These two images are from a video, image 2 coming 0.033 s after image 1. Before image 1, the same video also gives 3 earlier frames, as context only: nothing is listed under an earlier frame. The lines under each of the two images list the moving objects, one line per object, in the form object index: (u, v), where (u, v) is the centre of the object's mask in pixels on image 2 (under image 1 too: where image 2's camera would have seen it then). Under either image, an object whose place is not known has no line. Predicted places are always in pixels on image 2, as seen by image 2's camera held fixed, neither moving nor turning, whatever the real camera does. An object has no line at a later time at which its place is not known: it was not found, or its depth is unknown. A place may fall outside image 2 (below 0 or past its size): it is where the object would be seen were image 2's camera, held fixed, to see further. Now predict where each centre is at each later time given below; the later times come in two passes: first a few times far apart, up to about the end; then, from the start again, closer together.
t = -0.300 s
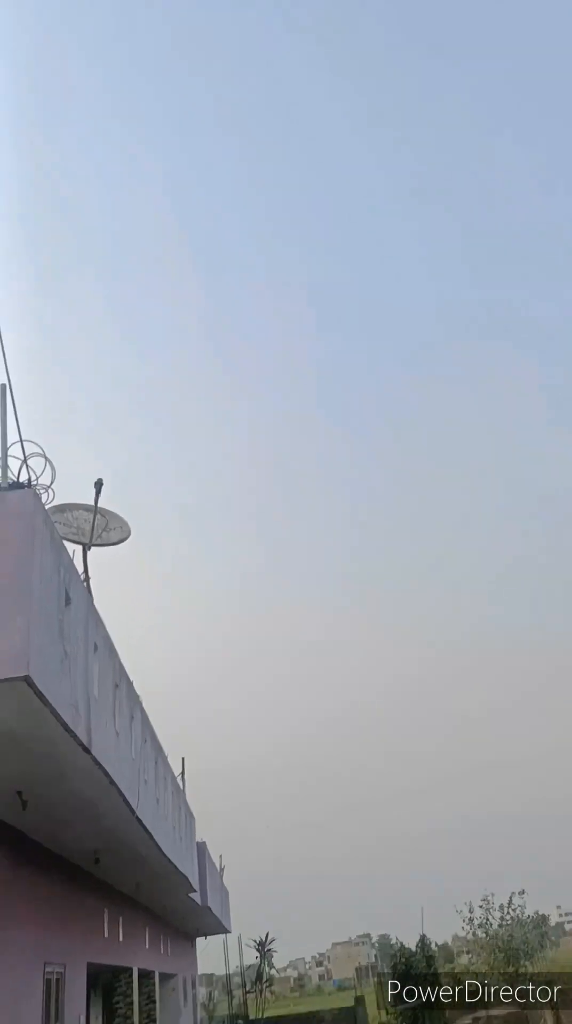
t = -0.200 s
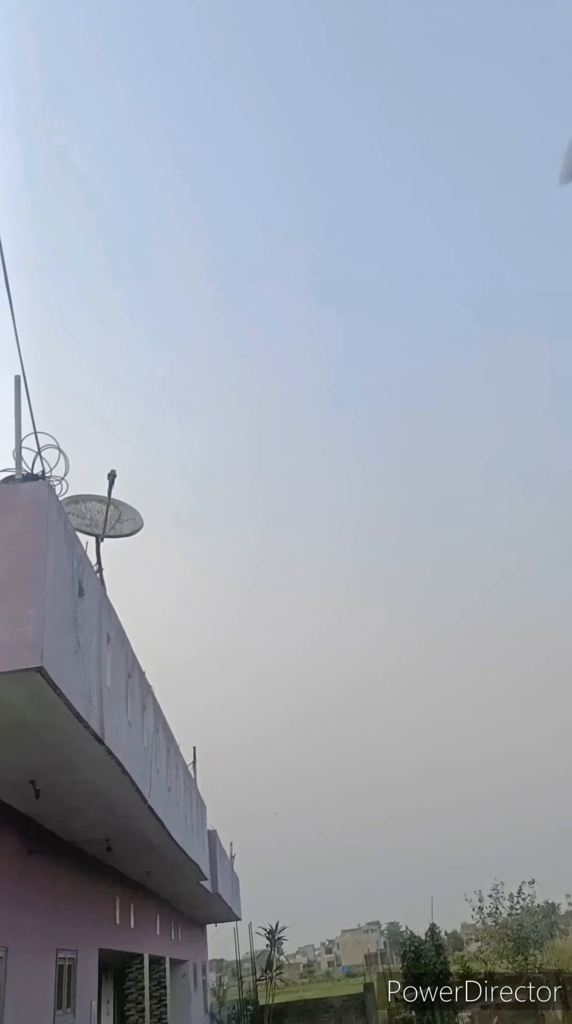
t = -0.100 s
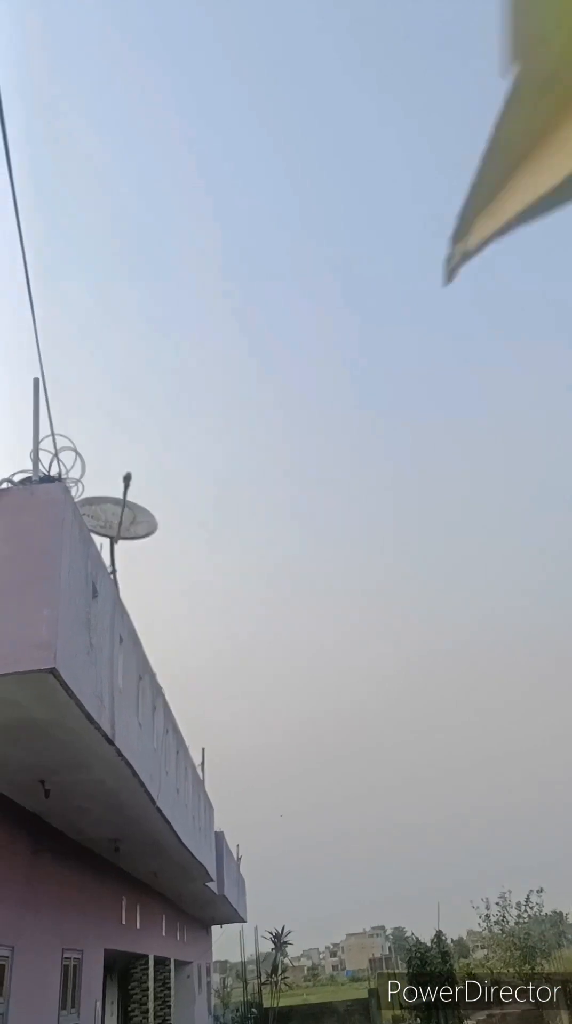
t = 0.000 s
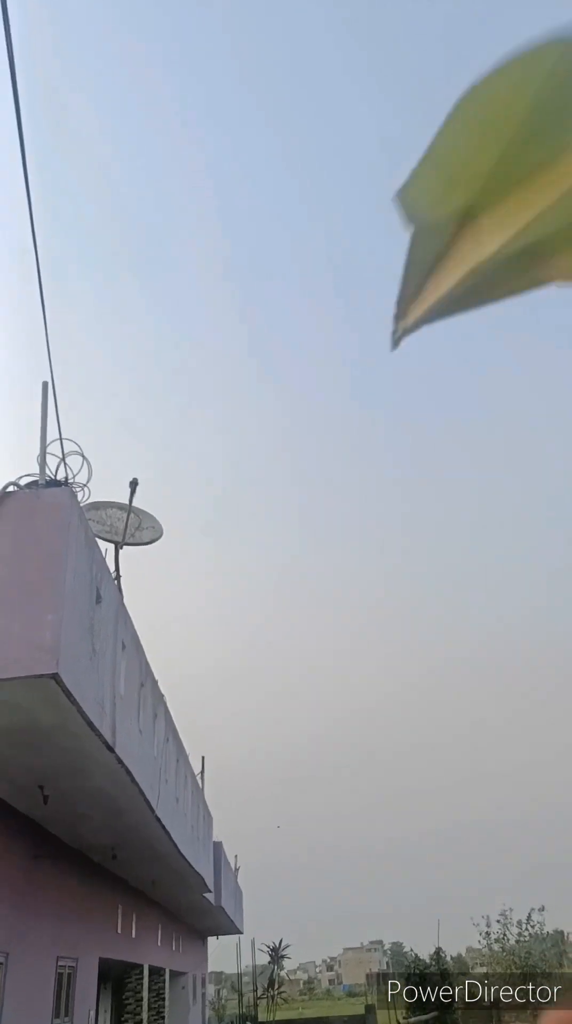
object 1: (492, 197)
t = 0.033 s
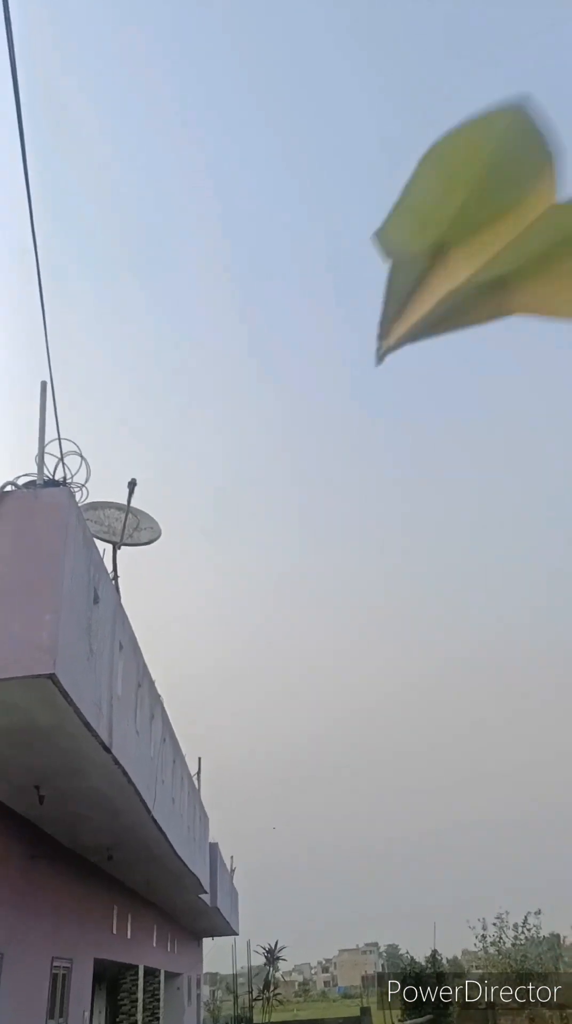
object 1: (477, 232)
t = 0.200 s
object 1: (391, 347)
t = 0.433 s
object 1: (322, 409)
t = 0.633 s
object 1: (293, 447)
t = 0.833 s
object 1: (276, 475)
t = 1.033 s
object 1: (258, 505)
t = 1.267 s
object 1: (240, 542)
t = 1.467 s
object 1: (227, 578)
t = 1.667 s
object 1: (216, 614)
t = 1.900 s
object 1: (209, 658)
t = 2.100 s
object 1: (208, 697)
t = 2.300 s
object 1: (209, 736)
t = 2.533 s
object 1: (211, 786)
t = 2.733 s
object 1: (212, 828)
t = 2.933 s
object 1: (212, 873)
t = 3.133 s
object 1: (205, 920)
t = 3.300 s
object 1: (196, 967)
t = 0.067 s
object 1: (464, 266)
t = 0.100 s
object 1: (451, 296)
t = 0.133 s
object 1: (427, 317)
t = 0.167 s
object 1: (406, 334)
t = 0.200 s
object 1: (391, 347)
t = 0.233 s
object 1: (377, 358)
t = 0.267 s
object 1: (365, 369)
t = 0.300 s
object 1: (354, 378)
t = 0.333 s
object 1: (345, 387)
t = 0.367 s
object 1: (338, 395)
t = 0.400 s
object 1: (331, 402)
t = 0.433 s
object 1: (322, 409)
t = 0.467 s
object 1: (315, 416)
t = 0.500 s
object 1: (308, 422)
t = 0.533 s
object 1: (305, 429)
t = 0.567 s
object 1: (302, 435)
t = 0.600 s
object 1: (297, 441)
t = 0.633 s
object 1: (293, 447)
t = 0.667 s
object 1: (290, 452)
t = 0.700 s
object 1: (287, 457)
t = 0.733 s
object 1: (283, 462)
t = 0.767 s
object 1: (281, 466)
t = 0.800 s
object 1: (279, 471)
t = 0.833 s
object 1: (276, 475)
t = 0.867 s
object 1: (273, 480)
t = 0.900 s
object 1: (270, 485)
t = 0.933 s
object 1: (267, 490)
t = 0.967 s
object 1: (264, 495)
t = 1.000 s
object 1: (261, 500)
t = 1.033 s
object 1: (258, 505)
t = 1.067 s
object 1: (255, 510)
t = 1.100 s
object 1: (253, 515)
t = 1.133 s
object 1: (250, 520)
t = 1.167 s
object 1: (247, 526)
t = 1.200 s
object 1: (245, 531)
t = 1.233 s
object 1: (242, 537)
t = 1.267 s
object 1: (240, 542)
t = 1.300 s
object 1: (238, 548)
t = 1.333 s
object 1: (235, 554)
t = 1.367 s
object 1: (233, 560)
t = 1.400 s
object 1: (231, 566)
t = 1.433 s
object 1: (229, 572)
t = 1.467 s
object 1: (227, 578)
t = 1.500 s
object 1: (225, 584)
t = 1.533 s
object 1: (223, 590)
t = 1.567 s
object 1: (221, 596)
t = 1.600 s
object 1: (219, 602)
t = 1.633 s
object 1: (217, 608)
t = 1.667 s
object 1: (216, 614)
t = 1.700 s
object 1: (214, 621)
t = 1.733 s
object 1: (213, 627)
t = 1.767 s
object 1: (212, 633)
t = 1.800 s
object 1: (211, 639)
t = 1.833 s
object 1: (211, 646)
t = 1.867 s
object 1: (210, 652)
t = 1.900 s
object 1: (209, 658)
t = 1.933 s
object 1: (209, 665)
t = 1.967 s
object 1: (209, 671)
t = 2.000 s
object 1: (209, 678)
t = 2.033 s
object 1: (208, 684)
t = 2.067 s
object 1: (208, 691)
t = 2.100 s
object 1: (208, 697)
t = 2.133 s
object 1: (208, 704)
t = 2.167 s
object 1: (208, 710)
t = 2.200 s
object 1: (208, 716)
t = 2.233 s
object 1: (209, 723)
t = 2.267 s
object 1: (209, 729)
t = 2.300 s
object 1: (209, 736)
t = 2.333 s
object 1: (209, 743)
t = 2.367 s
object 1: (209, 750)
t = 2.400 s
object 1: (210, 757)
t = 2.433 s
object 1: (210, 764)
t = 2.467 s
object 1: (210, 771)
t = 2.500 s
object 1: (211, 778)
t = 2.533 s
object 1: (211, 786)
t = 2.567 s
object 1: (211, 792)
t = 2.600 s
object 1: (211, 799)
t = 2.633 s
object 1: (211, 806)
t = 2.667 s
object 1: (212, 814)
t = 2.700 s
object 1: (212, 821)
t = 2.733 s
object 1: (212, 828)
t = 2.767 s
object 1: (211, 836)
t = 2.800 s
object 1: (212, 844)
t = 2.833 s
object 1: (212, 850)
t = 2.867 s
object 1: (212, 860)
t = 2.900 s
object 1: (212, 864)
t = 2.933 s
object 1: (212, 873)
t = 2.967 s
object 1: (211, 880)
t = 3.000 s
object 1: (210, 891)
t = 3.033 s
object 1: (209, 899)
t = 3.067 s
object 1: (207, 910)
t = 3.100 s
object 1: (206, 916)
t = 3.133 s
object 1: (205, 920)
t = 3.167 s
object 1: (204, 927)
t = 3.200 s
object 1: (202, 941)
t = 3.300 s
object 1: (196, 967)
